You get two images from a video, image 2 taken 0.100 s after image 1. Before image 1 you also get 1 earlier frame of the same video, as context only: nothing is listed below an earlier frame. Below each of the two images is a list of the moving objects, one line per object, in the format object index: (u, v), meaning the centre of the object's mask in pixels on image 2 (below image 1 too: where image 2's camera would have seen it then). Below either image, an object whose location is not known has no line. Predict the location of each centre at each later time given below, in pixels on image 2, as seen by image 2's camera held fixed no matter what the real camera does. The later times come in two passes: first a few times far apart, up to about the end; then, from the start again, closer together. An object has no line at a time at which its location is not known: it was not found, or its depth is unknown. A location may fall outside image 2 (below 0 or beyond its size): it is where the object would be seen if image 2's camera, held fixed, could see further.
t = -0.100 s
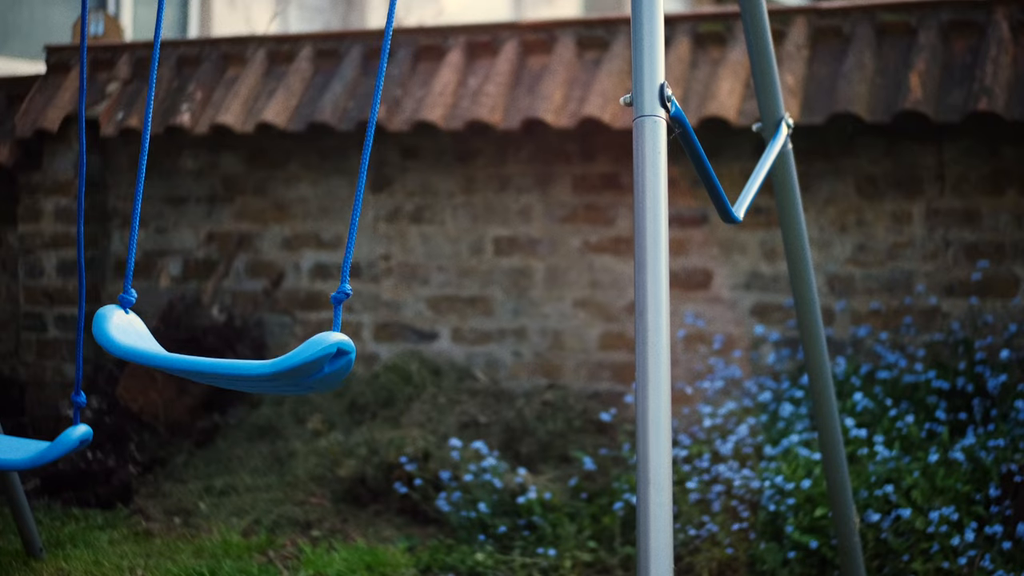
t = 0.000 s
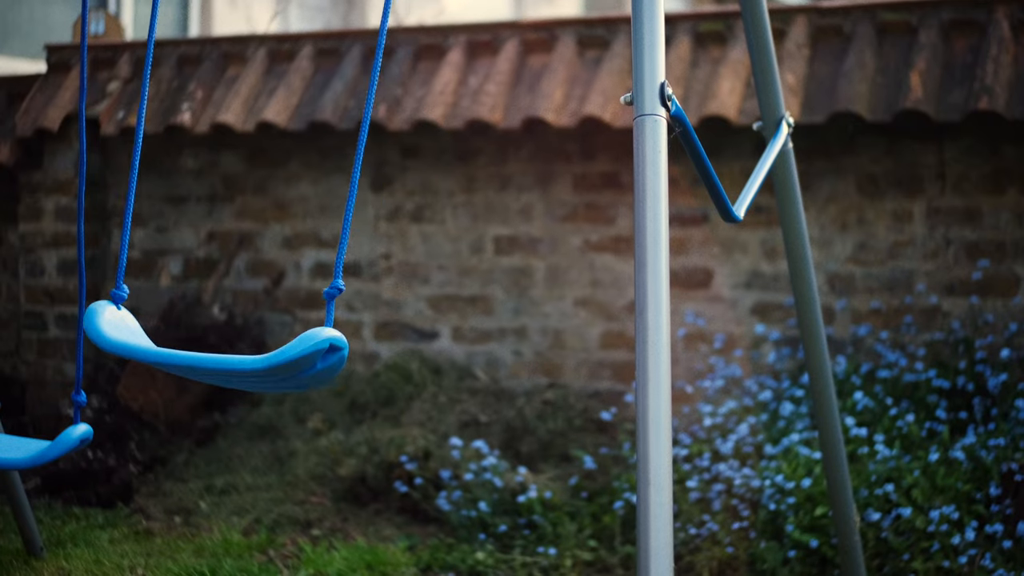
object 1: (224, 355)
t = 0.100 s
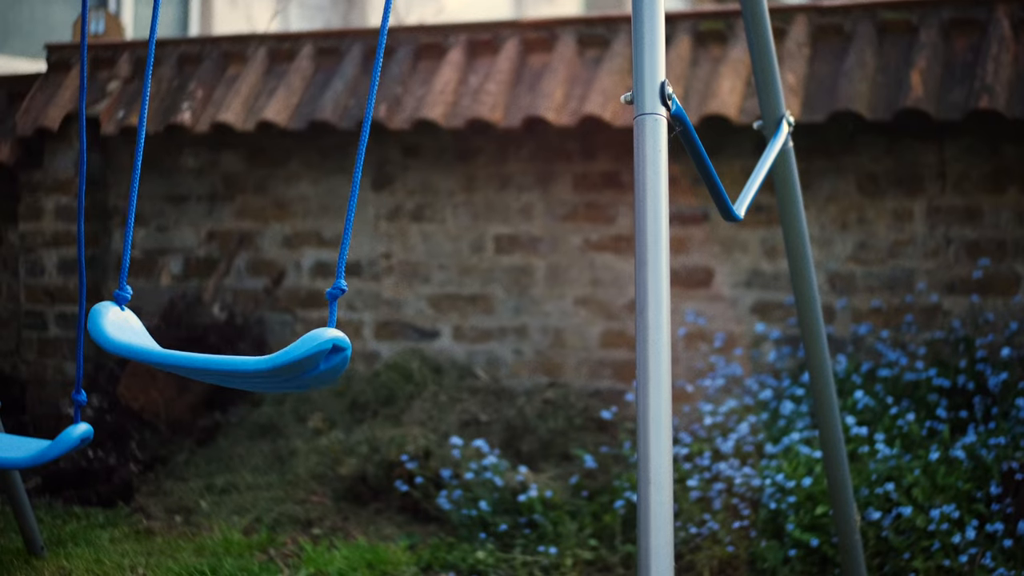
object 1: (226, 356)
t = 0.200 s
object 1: (235, 361)
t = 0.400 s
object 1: (275, 371)
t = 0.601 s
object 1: (333, 366)
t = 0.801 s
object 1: (387, 347)
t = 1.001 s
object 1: (416, 331)
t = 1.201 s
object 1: (415, 331)
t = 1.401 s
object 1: (384, 349)
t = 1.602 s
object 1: (329, 367)
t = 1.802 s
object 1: (274, 370)
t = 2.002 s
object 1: (238, 362)
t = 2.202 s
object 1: (228, 357)
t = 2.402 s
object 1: (250, 368)
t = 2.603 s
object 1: (294, 370)
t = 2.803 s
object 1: (350, 362)
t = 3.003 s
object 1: (395, 343)
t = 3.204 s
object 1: (415, 332)
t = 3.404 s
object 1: (405, 338)
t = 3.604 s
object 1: (368, 356)
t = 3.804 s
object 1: (312, 369)
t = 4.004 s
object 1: (261, 370)
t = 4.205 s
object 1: (235, 361)
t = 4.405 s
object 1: (233, 361)
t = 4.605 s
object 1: (258, 372)
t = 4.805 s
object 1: (307, 370)
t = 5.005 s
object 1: (362, 358)
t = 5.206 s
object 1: (399, 341)
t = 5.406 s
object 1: (410, 334)
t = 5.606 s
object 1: (393, 344)
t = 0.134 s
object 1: (228, 357)
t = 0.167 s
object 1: (232, 359)
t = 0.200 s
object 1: (235, 361)
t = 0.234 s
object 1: (241, 365)
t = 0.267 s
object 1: (246, 368)
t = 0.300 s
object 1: (254, 371)
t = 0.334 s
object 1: (258, 372)
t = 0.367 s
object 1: (267, 372)
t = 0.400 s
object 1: (275, 371)
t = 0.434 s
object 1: (284, 370)
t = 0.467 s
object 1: (293, 370)
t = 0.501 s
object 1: (303, 370)
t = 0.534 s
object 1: (313, 369)
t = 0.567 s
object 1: (323, 368)
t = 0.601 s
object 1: (333, 366)
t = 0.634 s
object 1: (344, 364)
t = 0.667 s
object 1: (354, 361)
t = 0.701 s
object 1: (363, 358)
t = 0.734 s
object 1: (372, 354)
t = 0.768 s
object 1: (380, 351)
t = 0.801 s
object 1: (387, 347)
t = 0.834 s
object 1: (394, 344)
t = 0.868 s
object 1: (400, 341)
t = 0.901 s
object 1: (406, 338)
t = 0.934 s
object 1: (410, 335)
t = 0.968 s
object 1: (413, 333)
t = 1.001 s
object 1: (416, 331)
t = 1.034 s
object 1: (418, 329)
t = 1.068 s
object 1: (419, 329)
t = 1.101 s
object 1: (420, 328)
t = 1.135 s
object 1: (419, 329)
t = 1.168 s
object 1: (418, 329)
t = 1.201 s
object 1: (415, 331)
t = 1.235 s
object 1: (412, 333)
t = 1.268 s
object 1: (408, 336)
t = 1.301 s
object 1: (403, 339)
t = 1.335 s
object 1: (398, 342)
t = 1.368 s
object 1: (391, 345)
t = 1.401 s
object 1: (384, 349)
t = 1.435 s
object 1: (376, 352)
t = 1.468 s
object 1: (367, 356)
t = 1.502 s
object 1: (358, 359)
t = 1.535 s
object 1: (350, 362)
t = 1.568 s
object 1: (339, 365)
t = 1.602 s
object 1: (329, 367)
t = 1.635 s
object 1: (320, 368)
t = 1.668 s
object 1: (311, 369)
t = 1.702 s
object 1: (301, 370)
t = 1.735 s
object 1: (290, 369)
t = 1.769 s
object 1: (282, 369)
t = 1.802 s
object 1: (274, 370)
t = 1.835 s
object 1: (265, 371)
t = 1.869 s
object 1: (257, 371)
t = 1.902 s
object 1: (254, 370)
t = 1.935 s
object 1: (248, 368)
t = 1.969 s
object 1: (241, 364)
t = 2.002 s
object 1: (238, 362)
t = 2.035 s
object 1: (235, 360)
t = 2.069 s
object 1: (232, 359)
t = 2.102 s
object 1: (229, 358)
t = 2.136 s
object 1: (227, 356)
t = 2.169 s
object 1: (227, 357)
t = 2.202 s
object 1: (228, 357)
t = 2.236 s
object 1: (229, 358)
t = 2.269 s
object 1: (231, 358)
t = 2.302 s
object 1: (234, 360)
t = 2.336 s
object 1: (237, 362)
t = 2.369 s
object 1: (242, 364)
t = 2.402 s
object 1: (250, 368)
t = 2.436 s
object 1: (254, 370)
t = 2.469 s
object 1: (261, 371)
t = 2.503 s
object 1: (269, 371)
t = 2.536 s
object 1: (276, 369)
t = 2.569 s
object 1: (284, 369)
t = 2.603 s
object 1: (294, 370)
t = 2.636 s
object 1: (303, 369)
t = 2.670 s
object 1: (312, 369)
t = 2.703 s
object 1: (322, 368)
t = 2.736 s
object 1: (331, 367)
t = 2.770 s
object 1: (341, 365)
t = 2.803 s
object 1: (350, 362)
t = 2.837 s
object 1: (359, 359)
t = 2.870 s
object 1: (368, 356)
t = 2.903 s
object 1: (376, 353)
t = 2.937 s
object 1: (383, 349)
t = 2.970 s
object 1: (389, 346)
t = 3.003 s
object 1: (395, 343)
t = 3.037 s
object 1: (401, 340)
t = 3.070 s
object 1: (405, 338)
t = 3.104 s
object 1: (409, 336)
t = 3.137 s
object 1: (412, 334)
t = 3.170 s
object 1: (414, 332)
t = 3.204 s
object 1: (415, 332)
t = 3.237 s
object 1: (415, 331)
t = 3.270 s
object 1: (415, 332)
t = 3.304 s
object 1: (413, 332)
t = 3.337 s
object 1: (412, 334)
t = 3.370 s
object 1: (409, 335)
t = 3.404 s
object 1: (405, 338)
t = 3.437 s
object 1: (400, 340)
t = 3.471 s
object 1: (395, 343)
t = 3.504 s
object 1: (389, 346)
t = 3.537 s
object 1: (382, 349)
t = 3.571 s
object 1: (376, 353)
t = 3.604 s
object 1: (368, 356)
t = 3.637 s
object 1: (359, 359)
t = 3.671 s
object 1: (351, 362)
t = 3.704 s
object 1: (341, 365)
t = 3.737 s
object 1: (332, 366)
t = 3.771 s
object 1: (321, 368)
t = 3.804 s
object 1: (312, 369)
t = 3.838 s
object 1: (303, 370)
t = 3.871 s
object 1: (292, 369)
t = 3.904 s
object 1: (284, 369)
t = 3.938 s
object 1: (274, 369)
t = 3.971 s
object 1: (269, 370)
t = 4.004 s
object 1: (261, 370)
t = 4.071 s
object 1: (251, 368)
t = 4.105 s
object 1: (244, 367)
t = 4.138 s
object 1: (241, 365)
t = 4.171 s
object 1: (237, 363)
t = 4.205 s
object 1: (235, 361)
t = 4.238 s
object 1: (232, 360)
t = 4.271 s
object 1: (230, 359)
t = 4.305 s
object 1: (230, 359)
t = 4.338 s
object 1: (230, 359)
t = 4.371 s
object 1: (231, 359)
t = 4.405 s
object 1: (233, 361)
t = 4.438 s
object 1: (236, 363)
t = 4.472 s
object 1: (239, 364)
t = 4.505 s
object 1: (243, 367)
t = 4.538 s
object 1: (248, 370)
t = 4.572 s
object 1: (253, 372)
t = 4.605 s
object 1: (258, 372)
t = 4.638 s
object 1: (264, 372)
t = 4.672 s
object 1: (271, 371)
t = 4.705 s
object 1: (281, 371)
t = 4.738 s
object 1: (289, 371)
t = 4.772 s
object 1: (297, 371)
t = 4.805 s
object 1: (307, 370)
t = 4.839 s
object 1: (317, 369)
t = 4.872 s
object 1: (326, 368)
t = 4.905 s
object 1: (336, 366)
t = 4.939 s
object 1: (345, 364)
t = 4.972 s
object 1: (353, 361)
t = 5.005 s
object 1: (362, 358)
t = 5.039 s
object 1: (370, 355)
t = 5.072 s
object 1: (377, 352)
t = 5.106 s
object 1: (383, 349)
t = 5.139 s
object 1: (389, 346)
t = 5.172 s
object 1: (395, 343)
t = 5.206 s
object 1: (399, 341)
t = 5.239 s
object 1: (403, 338)
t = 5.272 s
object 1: (406, 337)
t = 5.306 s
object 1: (408, 335)
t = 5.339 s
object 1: (409, 334)
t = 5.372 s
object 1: (410, 334)
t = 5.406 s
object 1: (410, 334)
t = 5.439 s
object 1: (409, 334)
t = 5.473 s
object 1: (407, 336)
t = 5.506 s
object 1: (405, 337)
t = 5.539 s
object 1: (401, 339)
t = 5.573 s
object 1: (397, 342)
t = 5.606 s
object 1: (393, 344)
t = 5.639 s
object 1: (387, 347)
